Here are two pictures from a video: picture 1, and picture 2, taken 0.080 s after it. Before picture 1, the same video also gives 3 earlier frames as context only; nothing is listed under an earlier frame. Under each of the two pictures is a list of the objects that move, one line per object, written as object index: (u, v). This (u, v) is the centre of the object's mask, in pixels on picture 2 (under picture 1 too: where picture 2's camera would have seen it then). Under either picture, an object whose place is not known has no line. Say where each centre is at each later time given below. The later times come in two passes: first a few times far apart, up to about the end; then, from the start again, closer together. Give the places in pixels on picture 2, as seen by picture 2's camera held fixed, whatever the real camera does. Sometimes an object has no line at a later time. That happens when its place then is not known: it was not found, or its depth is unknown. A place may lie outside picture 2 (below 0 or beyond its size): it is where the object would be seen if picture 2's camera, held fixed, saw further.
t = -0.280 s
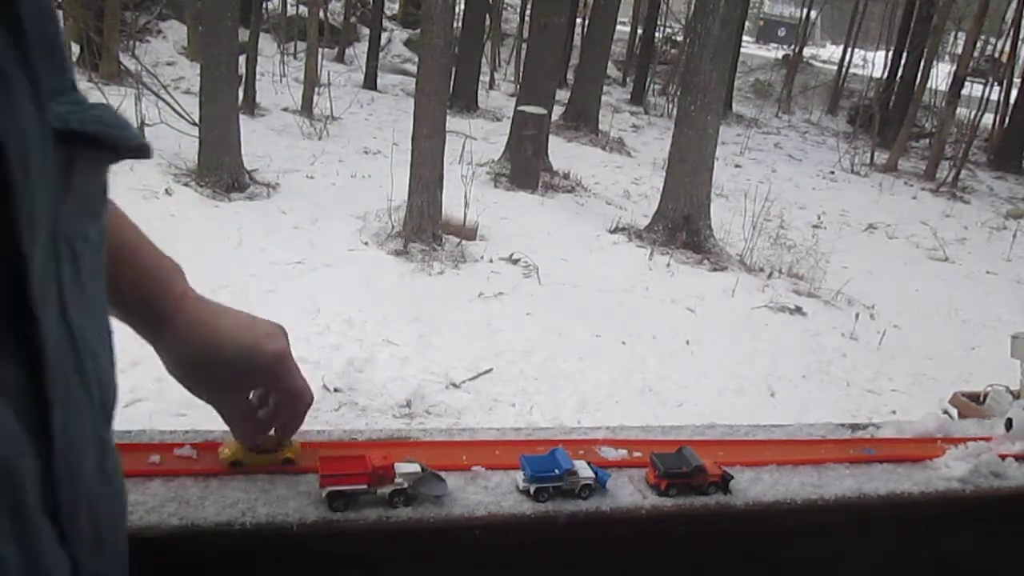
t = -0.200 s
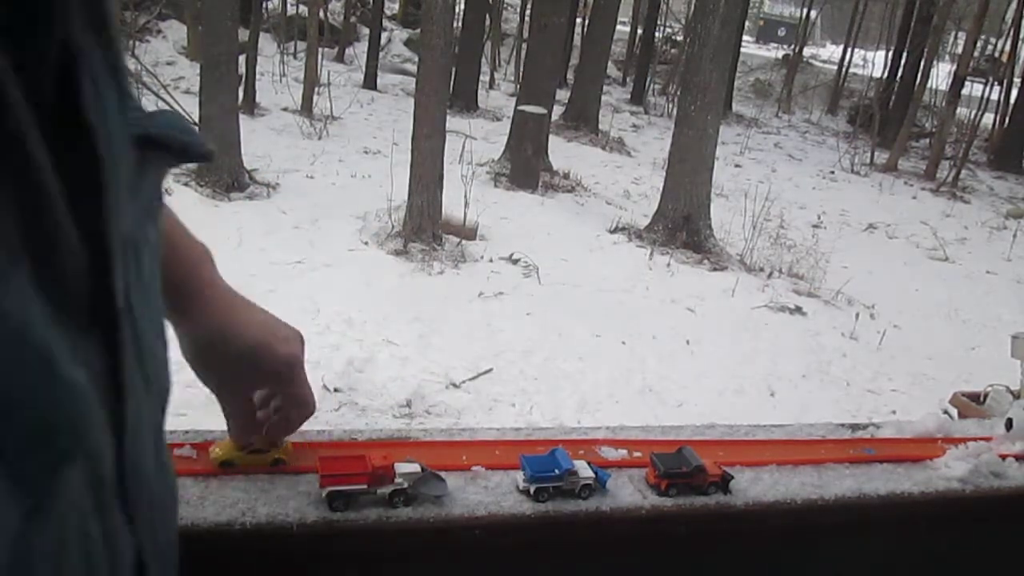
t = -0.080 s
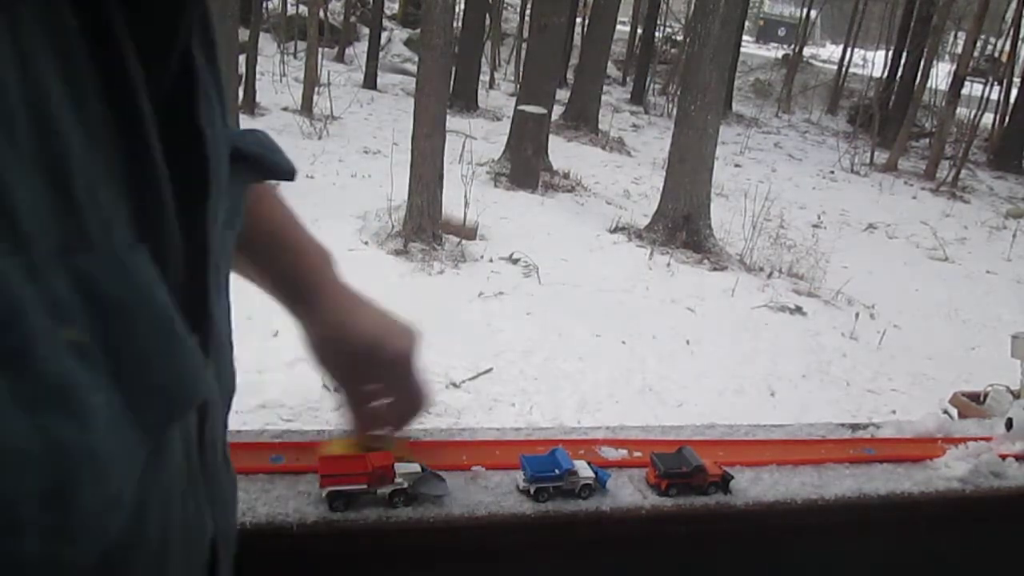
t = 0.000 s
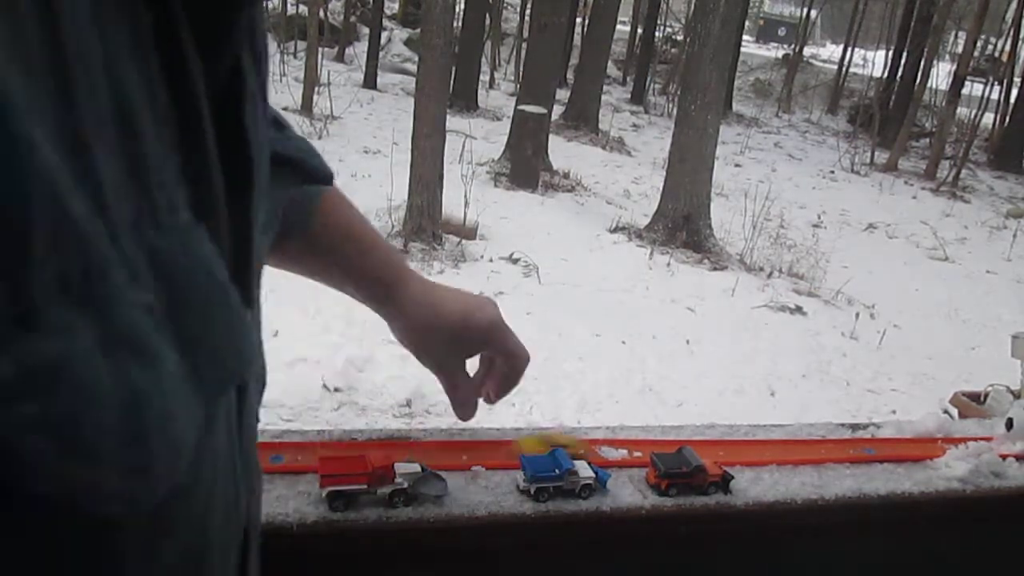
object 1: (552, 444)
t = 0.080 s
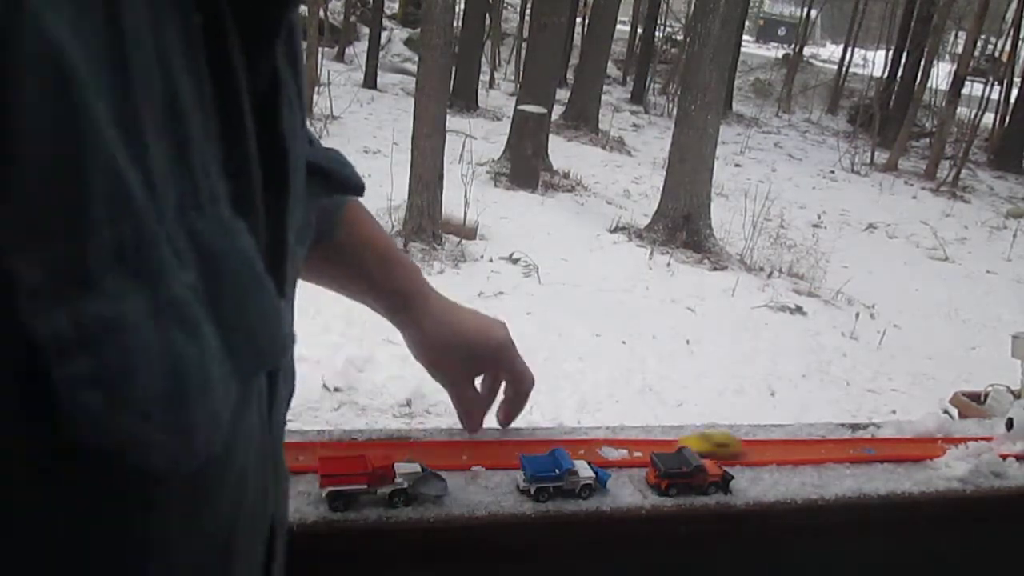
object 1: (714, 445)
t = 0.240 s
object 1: (959, 438)
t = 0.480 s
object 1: (892, 443)
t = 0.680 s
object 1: (836, 445)
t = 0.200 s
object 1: (909, 443)
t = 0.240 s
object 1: (959, 438)
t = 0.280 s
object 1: (979, 437)
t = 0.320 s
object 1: (954, 438)
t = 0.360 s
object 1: (938, 441)
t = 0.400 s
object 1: (923, 442)
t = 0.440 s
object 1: (906, 443)
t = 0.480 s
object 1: (892, 443)
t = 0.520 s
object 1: (879, 444)
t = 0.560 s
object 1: (867, 444)
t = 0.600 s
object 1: (856, 444)
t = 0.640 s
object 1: (845, 445)
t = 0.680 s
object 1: (836, 445)
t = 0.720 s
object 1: (828, 445)
